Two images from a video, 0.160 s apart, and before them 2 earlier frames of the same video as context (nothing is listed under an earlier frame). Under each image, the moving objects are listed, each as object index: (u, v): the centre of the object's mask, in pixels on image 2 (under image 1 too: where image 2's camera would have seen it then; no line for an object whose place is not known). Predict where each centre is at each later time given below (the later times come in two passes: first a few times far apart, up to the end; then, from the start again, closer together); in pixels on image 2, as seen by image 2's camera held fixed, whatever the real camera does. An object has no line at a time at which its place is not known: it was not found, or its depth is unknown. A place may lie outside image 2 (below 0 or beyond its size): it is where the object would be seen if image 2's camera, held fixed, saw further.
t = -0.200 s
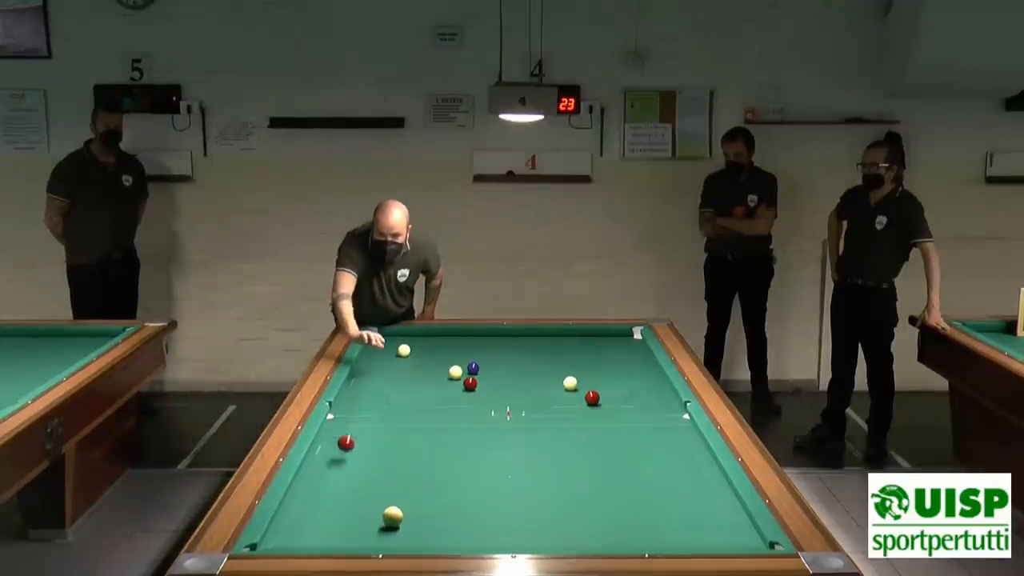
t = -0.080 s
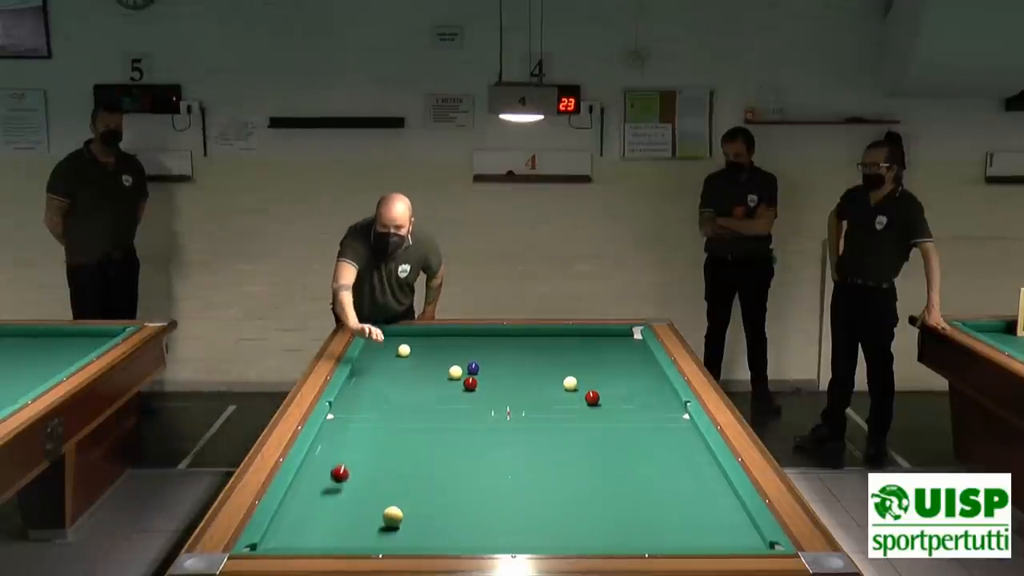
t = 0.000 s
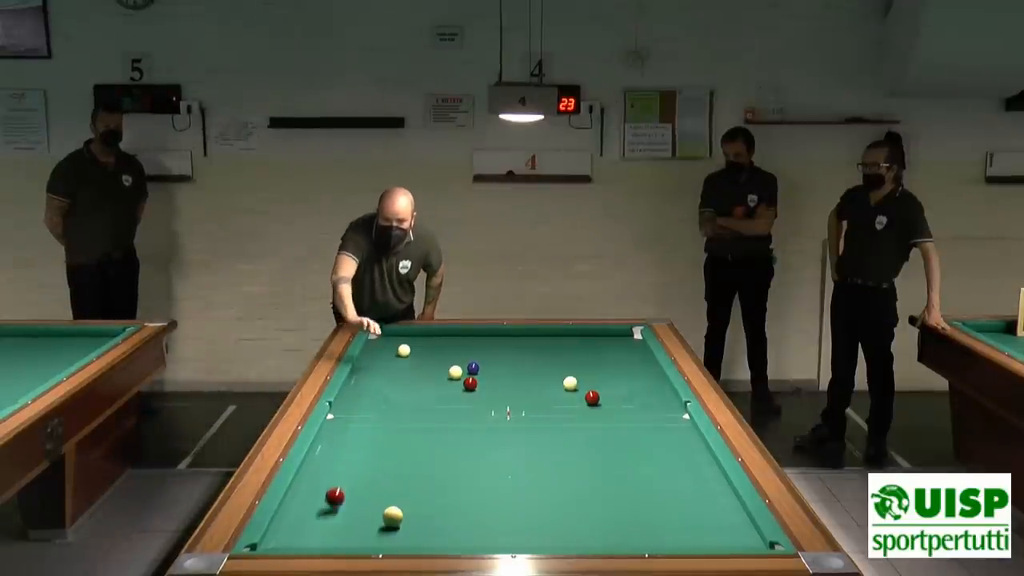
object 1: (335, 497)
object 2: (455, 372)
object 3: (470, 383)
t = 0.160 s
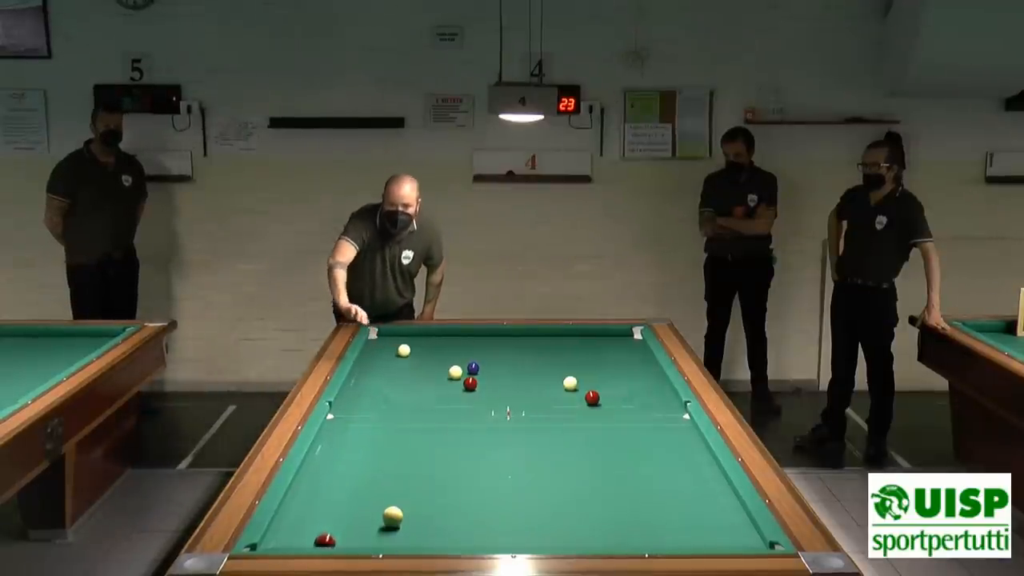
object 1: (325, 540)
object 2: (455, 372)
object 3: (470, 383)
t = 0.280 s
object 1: (335, 529)
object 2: (455, 372)
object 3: (470, 383)
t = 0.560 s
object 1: (362, 481)
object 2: (455, 372)
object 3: (470, 383)
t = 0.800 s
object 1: (379, 451)
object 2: (455, 372)
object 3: (470, 383)
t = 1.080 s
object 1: (396, 422)
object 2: (455, 372)
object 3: (470, 383)
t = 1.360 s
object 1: (411, 397)
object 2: (455, 371)
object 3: (470, 383)
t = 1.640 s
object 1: (422, 375)
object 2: (455, 371)
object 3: (470, 383)
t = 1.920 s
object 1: (433, 358)
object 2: (455, 372)
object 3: (470, 383)
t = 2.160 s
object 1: (441, 344)
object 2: (455, 371)
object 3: (470, 383)
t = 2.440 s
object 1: (447, 335)
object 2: (455, 371)
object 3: (470, 383)
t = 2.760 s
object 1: (449, 345)
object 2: (455, 371)
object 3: (470, 383)
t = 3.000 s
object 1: (450, 353)
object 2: (455, 371)
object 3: (470, 383)
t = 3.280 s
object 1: (451, 362)
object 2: (455, 372)
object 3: (470, 383)
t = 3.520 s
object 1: (450, 368)
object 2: (456, 374)
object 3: (470, 383)
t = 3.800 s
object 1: (448, 372)
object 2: (459, 380)
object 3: (472, 384)
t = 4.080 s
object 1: (444, 374)
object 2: (453, 384)
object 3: (481, 387)
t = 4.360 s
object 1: (441, 376)
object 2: (447, 387)
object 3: (490, 390)
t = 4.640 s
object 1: (439, 378)
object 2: (442, 390)
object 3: (499, 393)
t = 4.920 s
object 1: (436, 380)
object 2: (436, 393)
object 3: (507, 396)
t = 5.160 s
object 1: (434, 382)
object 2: (432, 395)
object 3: (514, 398)
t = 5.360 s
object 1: (433, 383)
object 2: (428, 397)
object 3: (520, 400)
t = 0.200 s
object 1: (325, 542)
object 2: (455, 372)
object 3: (470, 383)
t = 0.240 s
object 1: (330, 537)
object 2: (455, 372)
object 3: (470, 383)
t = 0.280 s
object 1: (335, 529)
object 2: (455, 372)
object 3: (470, 383)
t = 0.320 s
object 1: (339, 521)
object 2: (455, 372)
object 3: (470, 384)
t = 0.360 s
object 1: (344, 513)
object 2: (455, 372)
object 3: (470, 383)
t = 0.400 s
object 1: (348, 505)
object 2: (455, 372)
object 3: (470, 383)
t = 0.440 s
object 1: (351, 499)
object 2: (455, 372)
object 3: (470, 383)
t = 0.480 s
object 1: (355, 493)
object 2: (455, 372)
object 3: (470, 383)
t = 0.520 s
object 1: (359, 487)
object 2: (455, 372)
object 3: (470, 383)
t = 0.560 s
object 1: (362, 481)
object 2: (455, 372)
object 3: (470, 383)
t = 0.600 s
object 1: (365, 476)
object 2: (455, 372)
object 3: (470, 383)
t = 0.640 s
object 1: (368, 470)
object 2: (455, 372)
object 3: (470, 383)
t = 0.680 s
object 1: (371, 466)
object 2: (455, 372)
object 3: (470, 383)
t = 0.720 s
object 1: (374, 461)
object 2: (455, 372)
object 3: (470, 383)
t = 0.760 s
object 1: (376, 456)
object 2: (455, 372)
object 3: (470, 383)
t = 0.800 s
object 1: (379, 451)
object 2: (455, 372)
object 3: (470, 383)
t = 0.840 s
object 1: (382, 447)
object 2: (455, 372)
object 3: (470, 383)
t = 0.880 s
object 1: (384, 442)
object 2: (455, 372)
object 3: (470, 383)
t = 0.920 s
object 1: (387, 438)
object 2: (455, 372)
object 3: (470, 383)
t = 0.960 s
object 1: (389, 434)
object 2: (455, 371)
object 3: (470, 383)
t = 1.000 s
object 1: (391, 429)
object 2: (455, 372)
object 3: (470, 383)
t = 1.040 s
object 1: (394, 425)
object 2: (455, 371)
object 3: (470, 383)
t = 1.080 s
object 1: (396, 422)
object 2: (455, 372)
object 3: (470, 383)
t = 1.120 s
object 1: (398, 418)
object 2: (455, 372)
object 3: (470, 383)
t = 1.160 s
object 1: (400, 414)
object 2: (455, 372)
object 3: (470, 383)
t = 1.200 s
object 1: (403, 410)
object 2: (455, 372)
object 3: (470, 383)
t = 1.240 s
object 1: (404, 407)
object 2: (455, 372)
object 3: (470, 383)
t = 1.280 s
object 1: (406, 404)
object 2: (455, 372)
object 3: (470, 383)
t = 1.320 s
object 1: (408, 400)
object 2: (455, 371)
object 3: (470, 383)
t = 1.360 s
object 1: (411, 397)
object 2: (455, 371)
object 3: (470, 383)
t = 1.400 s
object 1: (412, 394)
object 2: (455, 371)
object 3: (470, 383)
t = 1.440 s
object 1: (414, 390)
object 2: (455, 371)
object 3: (470, 383)
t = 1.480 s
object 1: (416, 387)
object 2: (455, 371)
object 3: (470, 383)
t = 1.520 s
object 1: (418, 384)
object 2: (455, 371)
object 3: (470, 383)
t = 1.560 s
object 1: (419, 381)
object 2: (455, 372)
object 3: (470, 383)
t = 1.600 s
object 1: (421, 378)
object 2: (455, 371)
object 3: (470, 383)
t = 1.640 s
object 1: (422, 375)
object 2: (455, 371)
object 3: (470, 383)
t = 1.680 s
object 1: (424, 373)
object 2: (455, 371)
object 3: (470, 383)
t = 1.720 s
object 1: (426, 370)
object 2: (455, 371)
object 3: (470, 383)
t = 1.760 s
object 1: (427, 368)
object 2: (455, 371)
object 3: (470, 383)
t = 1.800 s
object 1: (429, 365)
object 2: (455, 371)
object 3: (470, 383)
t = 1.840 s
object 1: (430, 363)
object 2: (455, 371)
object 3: (470, 383)
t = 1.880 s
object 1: (432, 360)
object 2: (455, 371)
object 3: (470, 383)
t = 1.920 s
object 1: (433, 358)
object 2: (455, 372)
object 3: (470, 383)
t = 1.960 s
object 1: (434, 355)
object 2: (455, 372)
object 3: (470, 383)
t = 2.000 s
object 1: (436, 353)
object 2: (455, 372)
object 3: (470, 383)
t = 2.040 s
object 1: (437, 351)
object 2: (455, 371)
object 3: (470, 383)
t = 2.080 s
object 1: (438, 349)
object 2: (455, 372)
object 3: (470, 383)
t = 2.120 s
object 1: (440, 347)
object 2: (455, 371)
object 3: (470, 383)
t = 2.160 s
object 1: (441, 344)
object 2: (455, 371)
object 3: (470, 383)
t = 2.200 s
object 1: (442, 342)
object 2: (455, 371)
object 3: (470, 383)
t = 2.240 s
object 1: (443, 339)
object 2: (455, 371)
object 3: (470, 383)
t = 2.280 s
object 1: (444, 337)
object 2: (455, 372)
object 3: (470, 383)
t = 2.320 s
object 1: (445, 336)
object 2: (455, 371)
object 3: (470, 383)
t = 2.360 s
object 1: (447, 334)
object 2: (455, 372)
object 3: (470, 383)
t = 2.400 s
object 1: (447, 333)
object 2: (455, 372)
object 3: (470, 383)
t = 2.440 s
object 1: (447, 335)
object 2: (455, 371)
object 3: (470, 383)
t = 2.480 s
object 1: (447, 336)
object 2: (455, 371)
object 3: (470, 383)
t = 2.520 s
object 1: (448, 338)
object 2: (455, 371)
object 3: (470, 383)
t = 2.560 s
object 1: (448, 338)
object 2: (455, 372)
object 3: (470, 383)
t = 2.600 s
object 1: (448, 339)
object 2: (455, 372)
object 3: (470, 383)
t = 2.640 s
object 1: (448, 341)
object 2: (455, 372)
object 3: (470, 383)
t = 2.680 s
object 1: (449, 342)
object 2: (455, 372)
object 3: (470, 383)
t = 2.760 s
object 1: (449, 345)
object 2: (455, 371)
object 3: (470, 383)
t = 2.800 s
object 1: (449, 346)
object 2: (455, 371)
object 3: (470, 383)
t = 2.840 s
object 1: (449, 348)
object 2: (455, 371)
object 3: (470, 383)
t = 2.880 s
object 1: (450, 349)
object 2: (455, 371)
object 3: (470, 383)
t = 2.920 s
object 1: (450, 350)
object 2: (455, 371)
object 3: (470, 383)
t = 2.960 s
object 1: (450, 352)
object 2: (455, 371)
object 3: (470, 383)
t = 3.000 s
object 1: (450, 353)
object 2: (455, 371)
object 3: (470, 383)
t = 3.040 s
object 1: (450, 354)
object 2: (455, 371)
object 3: (470, 383)
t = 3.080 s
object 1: (451, 356)
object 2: (455, 371)
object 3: (470, 383)
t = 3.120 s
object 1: (451, 357)
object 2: (455, 372)
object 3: (470, 383)
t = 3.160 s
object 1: (451, 358)
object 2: (455, 372)
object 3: (470, 383)
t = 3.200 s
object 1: (451, 359)
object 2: (455, 372)
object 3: (470, 383)
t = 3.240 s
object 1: (451, 361)
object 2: (455, 372)
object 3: (470, 383)
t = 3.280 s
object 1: (451, 362)
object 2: (455, 372)
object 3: (470, 383)
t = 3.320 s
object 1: (451, 363)
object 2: (455, 372)
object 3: (470, 383)
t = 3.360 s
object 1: (451, 364)
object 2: (455, 372)
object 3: (470, 383)
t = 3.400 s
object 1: (451, 365)
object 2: (455, 372)
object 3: (470, 383)
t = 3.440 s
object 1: (451, 365)
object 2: (455, 372)
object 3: (470, 383)
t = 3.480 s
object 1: (450, 367)
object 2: (456, 373)
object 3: (470, 383)
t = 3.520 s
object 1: (450, 368)
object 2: (456, 374)
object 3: (470, 383)
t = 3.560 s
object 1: (450, 369)
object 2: (457, 375)
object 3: (470, 383)
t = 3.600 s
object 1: (449, 370)
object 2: (458, 376)
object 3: (470, 383)
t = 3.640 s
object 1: (449, 370)
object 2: (458, 377)
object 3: (470, 383)
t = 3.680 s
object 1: (449, 371)
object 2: (459, 378)
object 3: (470, 383)
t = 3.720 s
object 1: (449, 371)
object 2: (459, 379)
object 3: (470, 383)
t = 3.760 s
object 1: (449, 372)
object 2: (459, 380)
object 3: (470, 384)
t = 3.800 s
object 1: (448, 372)
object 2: (459, 380)
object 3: (472, 384)
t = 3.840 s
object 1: (447, 372)
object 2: (458, 381)
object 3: (473, 385)
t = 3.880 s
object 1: (447, 373)
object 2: (457, 382)
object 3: (475, 385)
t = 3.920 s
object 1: (447, 373)
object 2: (457, 382)
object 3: (476, 385)
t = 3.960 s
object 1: (446, 374)
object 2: (456, 383)
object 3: (477, 386)
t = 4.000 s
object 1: (445, 374)
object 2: (455, 383)
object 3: (479, 386)
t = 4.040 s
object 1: (445, 374)
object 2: (454, 383)
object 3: (480, 386)
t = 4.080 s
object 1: (444, 374)
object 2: (453, 384)
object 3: (481, 387)
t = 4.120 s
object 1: (444, 374)
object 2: (452, 384)
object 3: (483, 387)
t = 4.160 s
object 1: (443, 375)
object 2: (451, 385)
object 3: (484, 388)
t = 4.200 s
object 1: (443, 375)
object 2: (451, 385)
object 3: (485, 388)
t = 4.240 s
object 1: (442, 375)
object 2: (450, 386)
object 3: (486, 389)
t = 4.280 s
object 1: (442, 376)
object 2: (449, 386)
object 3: (488, 389)
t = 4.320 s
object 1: (441, 376)
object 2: (448, 386)
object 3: (489, 390)
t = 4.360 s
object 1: (441, 376)
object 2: (447, 387)
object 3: (490, 390)
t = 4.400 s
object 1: (441, 377)
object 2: (446, 387)
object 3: (492, 391)
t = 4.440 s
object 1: (440, 377)
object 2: (445, 388)
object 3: (493, 391)
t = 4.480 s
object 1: (440, 377)
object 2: (445, 388)
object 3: (494, 392)
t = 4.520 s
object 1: (439, 378)
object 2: (444, 389)
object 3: (496, 392)
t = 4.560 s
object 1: (439, 378)
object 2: (443, 389)
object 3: (497, 392)
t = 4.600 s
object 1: (439, 378)
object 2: (442, 389)
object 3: (498, 393)
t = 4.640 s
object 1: (439, 378)
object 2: (442, 390)
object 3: (499, 393)
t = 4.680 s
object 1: (438, 378)
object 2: (441, 390)
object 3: (500, 393)
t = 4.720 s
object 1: (438, 379)
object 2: (440, 391)
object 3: (502, 394)
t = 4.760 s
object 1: (438, 379)
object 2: (439, 391)
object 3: (503, 394)
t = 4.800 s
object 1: (437, 379)
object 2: (438, 392)
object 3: (504, 395)
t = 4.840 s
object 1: (437, 379)
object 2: (437, 392)
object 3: (505, 395)
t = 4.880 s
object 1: (436, 380)
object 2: (437, 393)
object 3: (506, 395)
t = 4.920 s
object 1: (436, 380)
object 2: (436, 393)
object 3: (507, 396)
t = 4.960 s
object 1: (436, 380)
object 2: (436, 393)
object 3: (509, 396)
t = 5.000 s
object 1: (436, 381)
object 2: (434, 394)
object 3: (510, 397)
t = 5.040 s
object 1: (435, 381)
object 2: (434, 394)
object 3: (511, 397)
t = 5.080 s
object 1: (435, 381)
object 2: (433, 395)
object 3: (512, 397)
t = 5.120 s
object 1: (435, 381)
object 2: (433, 395)
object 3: (513, 398)
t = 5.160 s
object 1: (434, 382)
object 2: (432, 395)
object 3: (514, 398)
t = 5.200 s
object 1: (434, 382)
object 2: (431, 396)
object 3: (515, 399)
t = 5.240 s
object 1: (434, 382)
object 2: (430, 396)
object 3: (517, 399)
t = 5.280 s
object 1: (434, 383)
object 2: (430, 396)
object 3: (518, 400)
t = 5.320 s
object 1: (433, 383)
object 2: (429, 397)
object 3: (519, 400)
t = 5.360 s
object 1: (433, 383)
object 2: (428, 397)
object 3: (520, 400)
